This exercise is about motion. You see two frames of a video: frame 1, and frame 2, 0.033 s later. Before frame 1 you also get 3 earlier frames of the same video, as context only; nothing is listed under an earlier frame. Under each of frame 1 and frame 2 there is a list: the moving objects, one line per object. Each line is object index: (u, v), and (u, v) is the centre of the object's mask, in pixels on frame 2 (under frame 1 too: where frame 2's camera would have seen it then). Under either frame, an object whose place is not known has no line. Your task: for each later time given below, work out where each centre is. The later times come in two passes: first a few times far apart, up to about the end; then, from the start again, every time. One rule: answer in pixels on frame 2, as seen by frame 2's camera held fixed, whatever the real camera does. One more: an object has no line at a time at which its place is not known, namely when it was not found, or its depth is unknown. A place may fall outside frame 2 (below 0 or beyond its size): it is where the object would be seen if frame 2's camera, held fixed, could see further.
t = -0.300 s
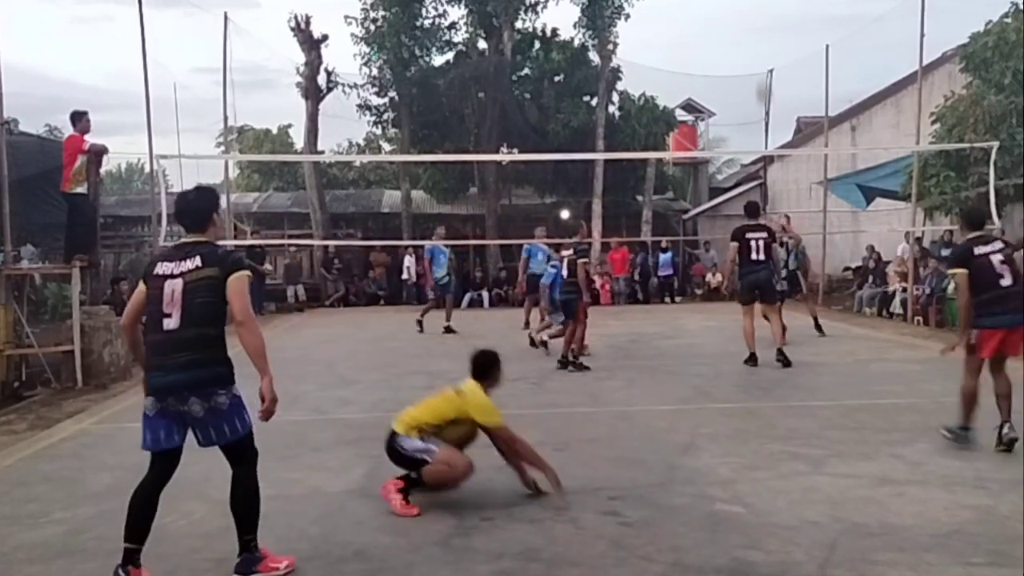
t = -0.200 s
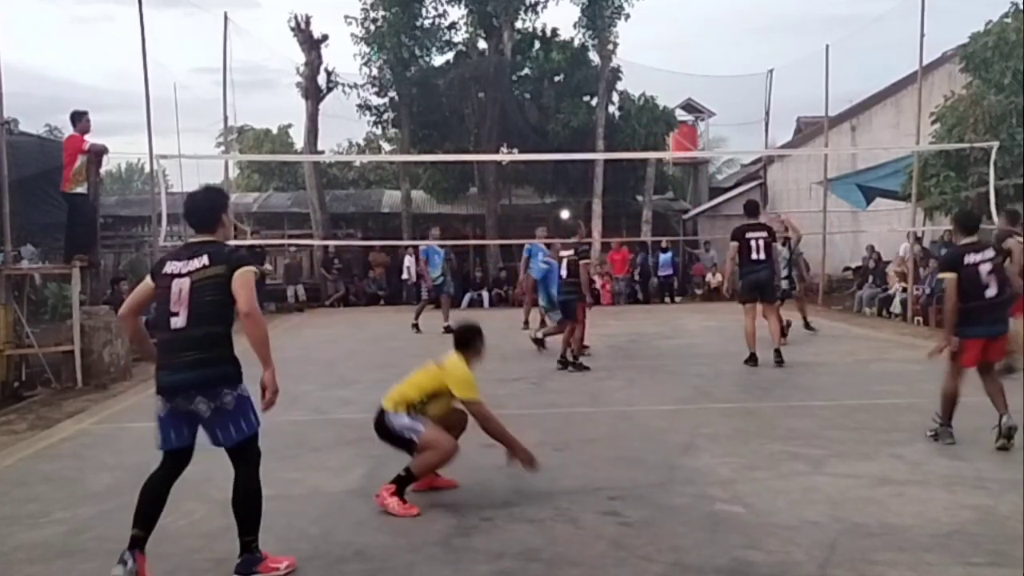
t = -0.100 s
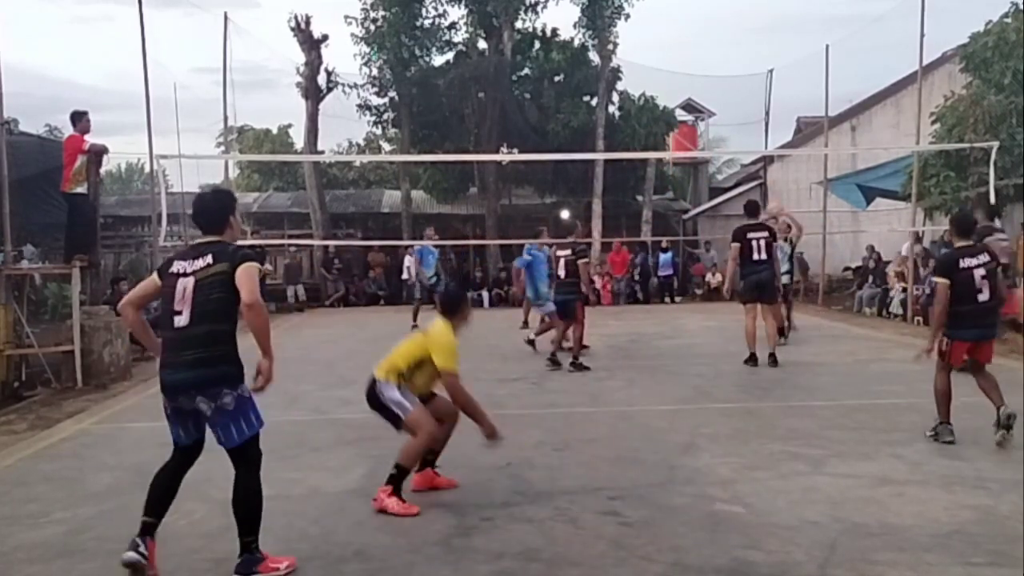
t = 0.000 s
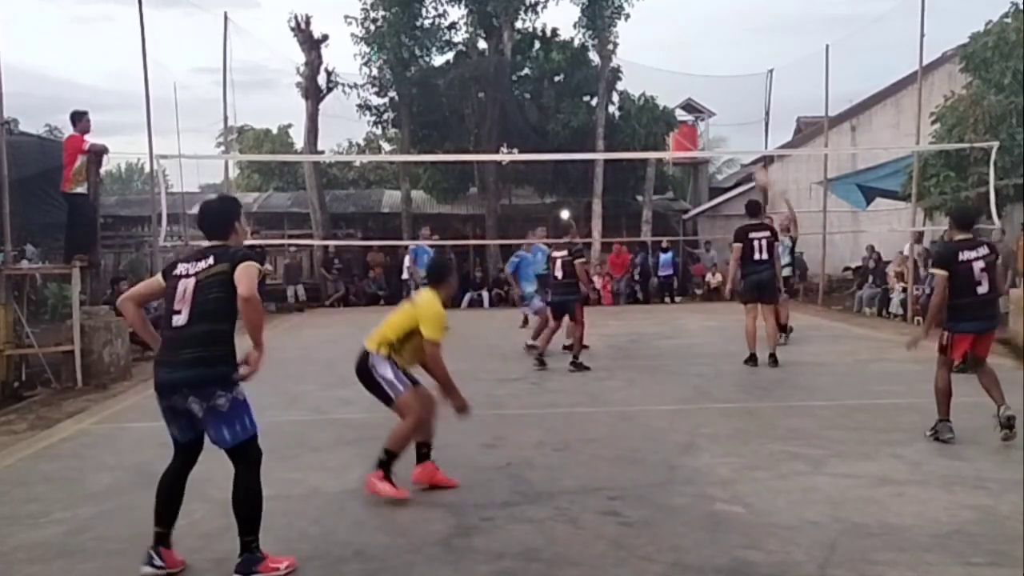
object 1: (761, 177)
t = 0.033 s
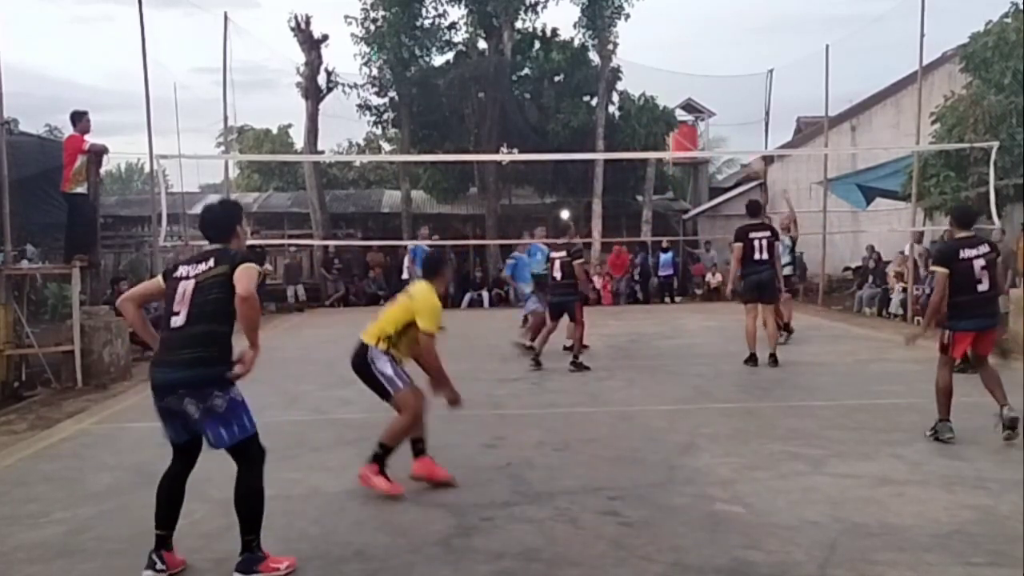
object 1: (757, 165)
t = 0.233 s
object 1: (723, 107)
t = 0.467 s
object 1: (687, 76)
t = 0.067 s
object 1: (749, 158)
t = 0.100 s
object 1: (745, 143)
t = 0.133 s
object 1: (740, 134)
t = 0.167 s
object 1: (734, 124)
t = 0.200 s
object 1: (729, 116)
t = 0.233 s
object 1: (723, 107)
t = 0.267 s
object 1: (718, 100)
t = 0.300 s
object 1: (713, 94)
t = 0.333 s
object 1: (707, 89)
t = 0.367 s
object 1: (701, 84)
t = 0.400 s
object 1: (696, 80)
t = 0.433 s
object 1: (692, 78)
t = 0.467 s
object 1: (687, 76)
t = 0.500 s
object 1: (682, 75)
